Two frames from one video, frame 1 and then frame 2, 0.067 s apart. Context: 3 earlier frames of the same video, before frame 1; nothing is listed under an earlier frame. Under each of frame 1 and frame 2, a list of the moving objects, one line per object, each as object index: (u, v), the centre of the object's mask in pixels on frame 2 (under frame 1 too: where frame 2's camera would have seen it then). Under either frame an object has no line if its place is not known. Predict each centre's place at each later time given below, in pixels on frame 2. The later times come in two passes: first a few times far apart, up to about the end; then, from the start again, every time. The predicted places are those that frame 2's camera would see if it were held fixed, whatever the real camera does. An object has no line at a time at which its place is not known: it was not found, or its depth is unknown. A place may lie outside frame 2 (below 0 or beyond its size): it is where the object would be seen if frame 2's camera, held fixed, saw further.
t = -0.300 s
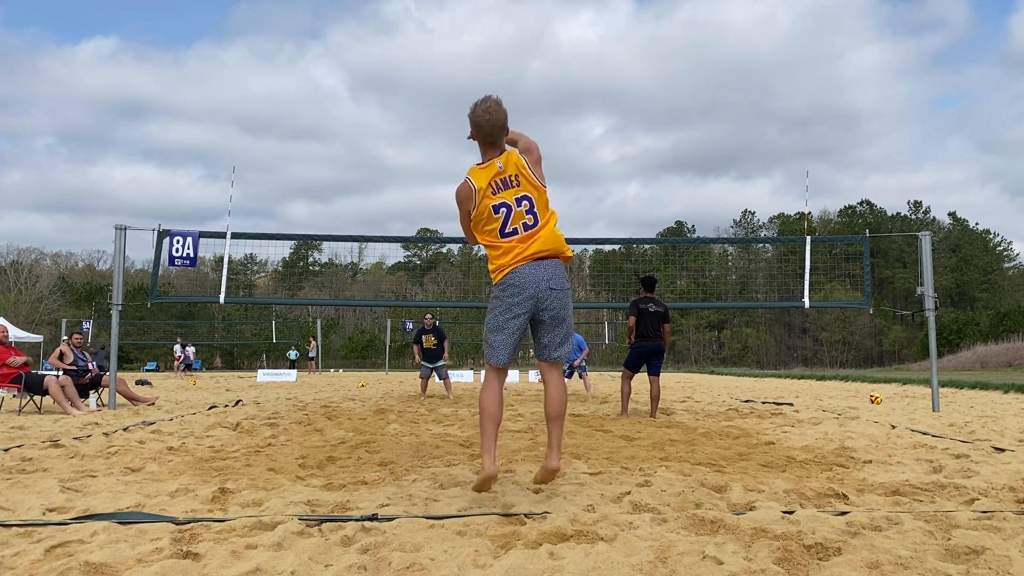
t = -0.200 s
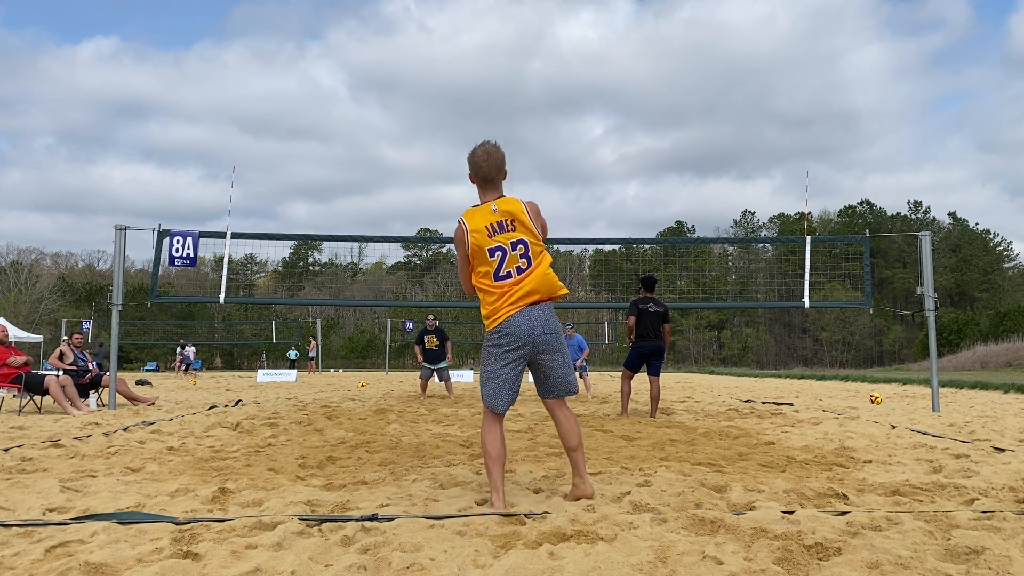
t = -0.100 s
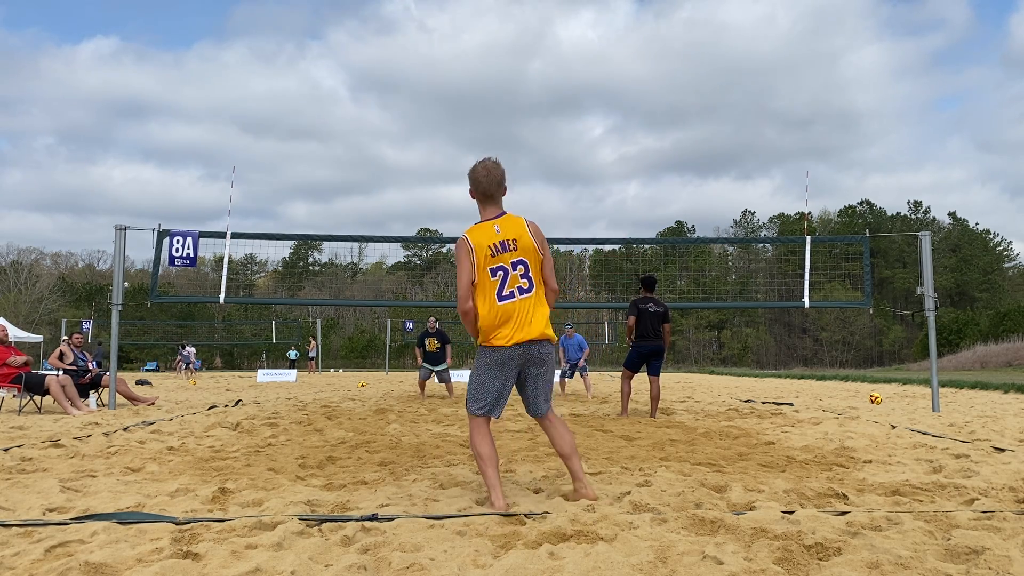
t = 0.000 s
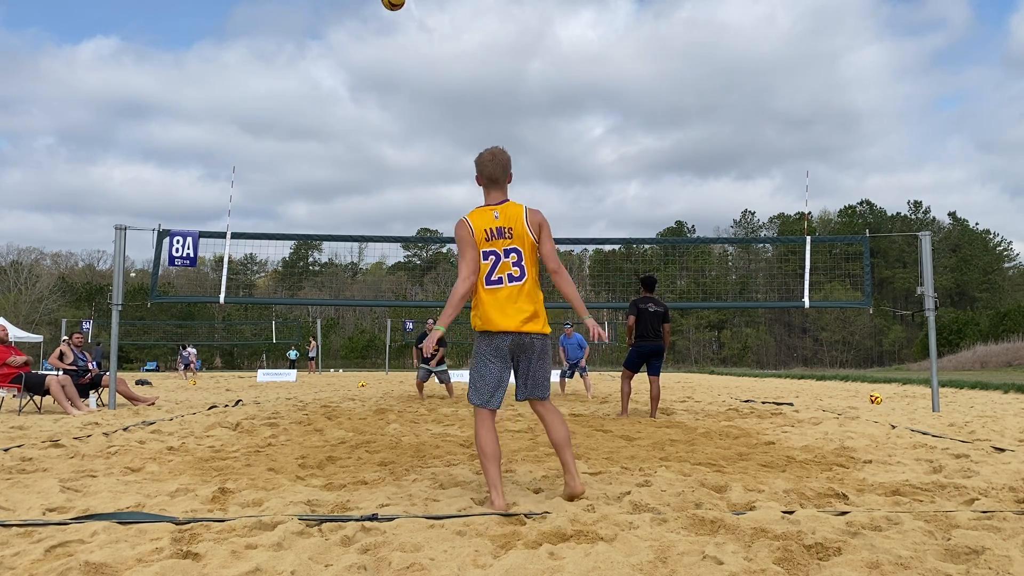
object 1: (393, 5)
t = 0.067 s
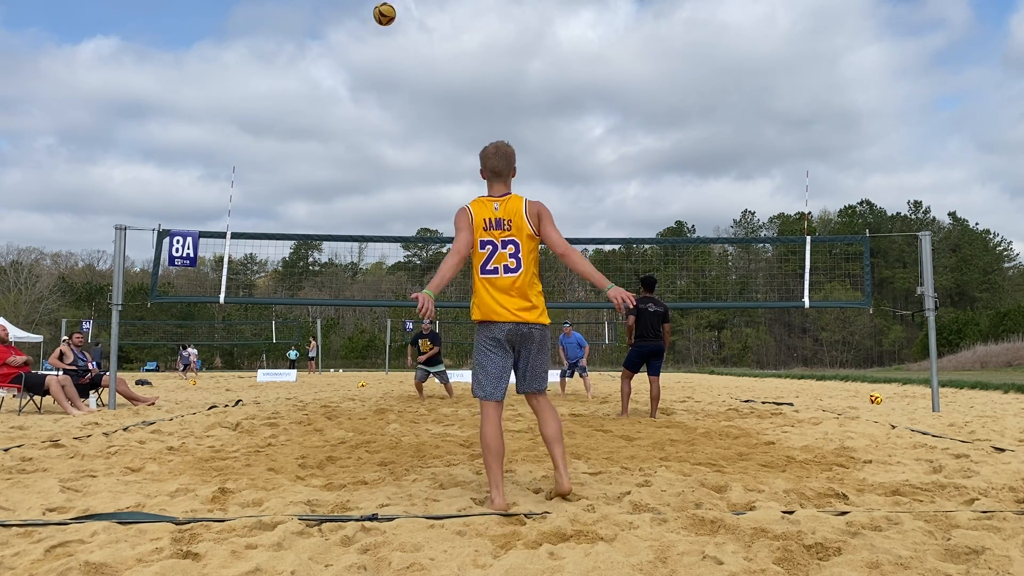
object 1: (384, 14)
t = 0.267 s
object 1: (363, 72)
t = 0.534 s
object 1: (343, 169)
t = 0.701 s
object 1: (333, 232)
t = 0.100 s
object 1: (380, 23)
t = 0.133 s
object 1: (376, 32)
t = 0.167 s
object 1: (373, 41)
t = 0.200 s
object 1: (369, 51)
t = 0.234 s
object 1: (366, 61)
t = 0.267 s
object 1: (363, 72)
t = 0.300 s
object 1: (360, 83)
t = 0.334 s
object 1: (358, 95)
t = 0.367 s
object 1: (355, 107)
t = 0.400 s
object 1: (352, 119)
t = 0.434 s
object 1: (350, 131)
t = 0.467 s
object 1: (348, 143)
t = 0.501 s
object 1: (345, 156)
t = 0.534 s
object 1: (343, 169)
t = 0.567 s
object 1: (341, 182)
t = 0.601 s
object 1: (339, 196)
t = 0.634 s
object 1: (337, 209)
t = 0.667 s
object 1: (335, 223)
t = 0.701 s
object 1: (333, 232)
